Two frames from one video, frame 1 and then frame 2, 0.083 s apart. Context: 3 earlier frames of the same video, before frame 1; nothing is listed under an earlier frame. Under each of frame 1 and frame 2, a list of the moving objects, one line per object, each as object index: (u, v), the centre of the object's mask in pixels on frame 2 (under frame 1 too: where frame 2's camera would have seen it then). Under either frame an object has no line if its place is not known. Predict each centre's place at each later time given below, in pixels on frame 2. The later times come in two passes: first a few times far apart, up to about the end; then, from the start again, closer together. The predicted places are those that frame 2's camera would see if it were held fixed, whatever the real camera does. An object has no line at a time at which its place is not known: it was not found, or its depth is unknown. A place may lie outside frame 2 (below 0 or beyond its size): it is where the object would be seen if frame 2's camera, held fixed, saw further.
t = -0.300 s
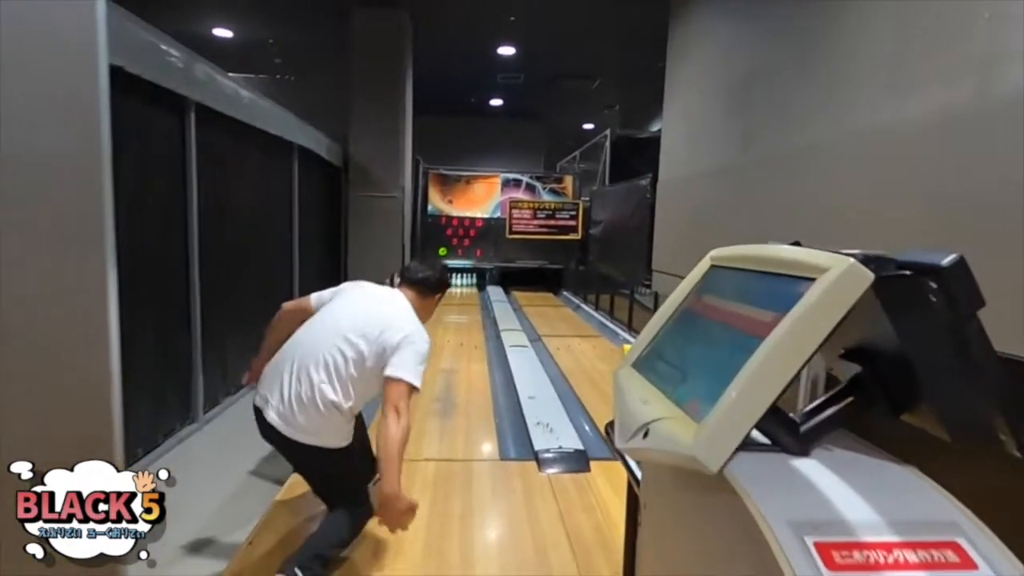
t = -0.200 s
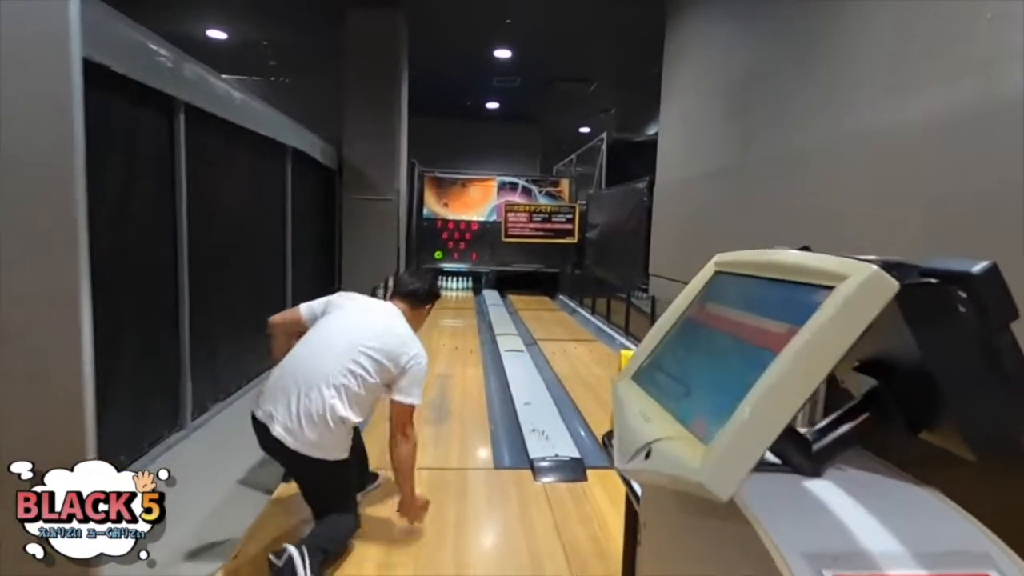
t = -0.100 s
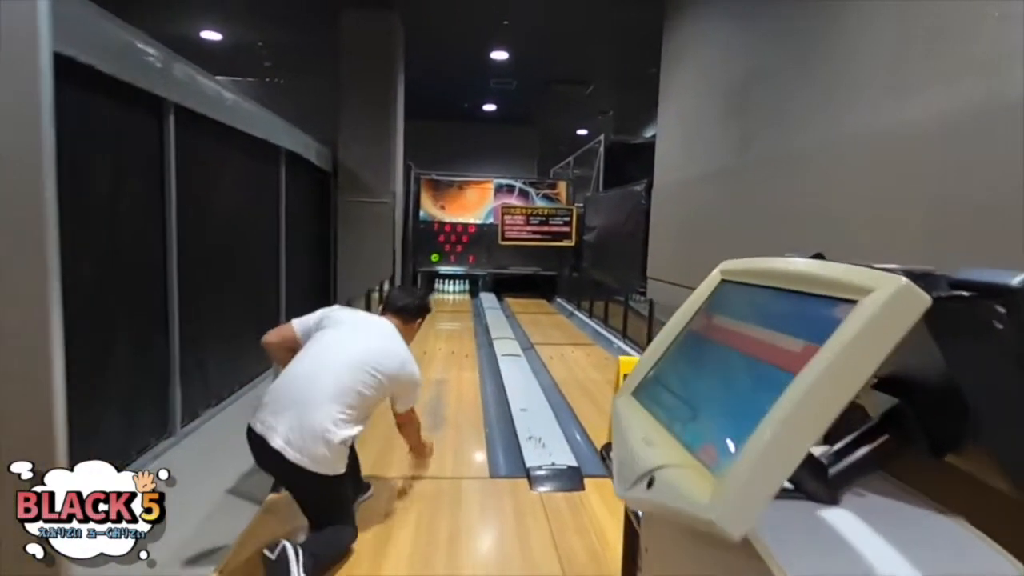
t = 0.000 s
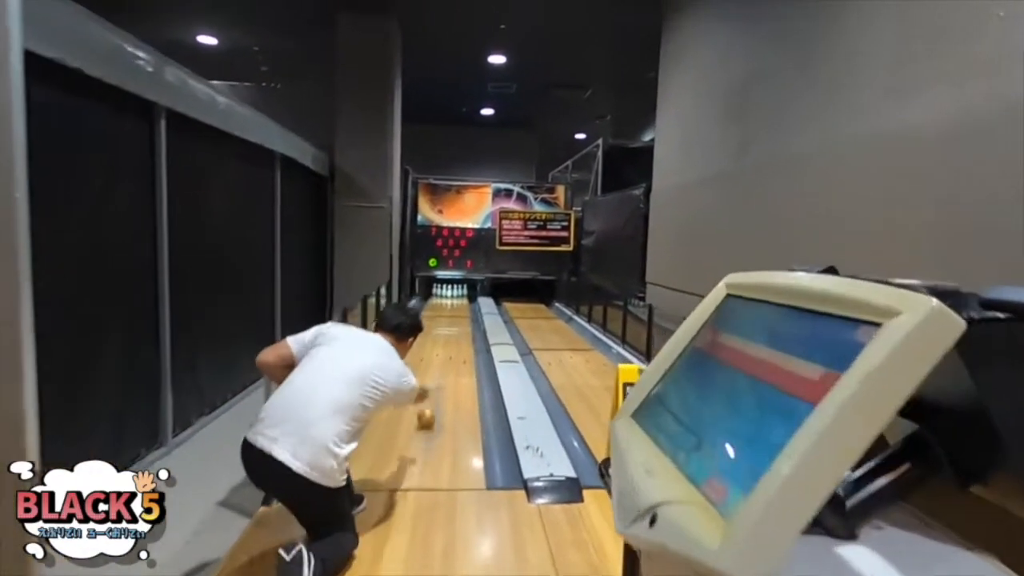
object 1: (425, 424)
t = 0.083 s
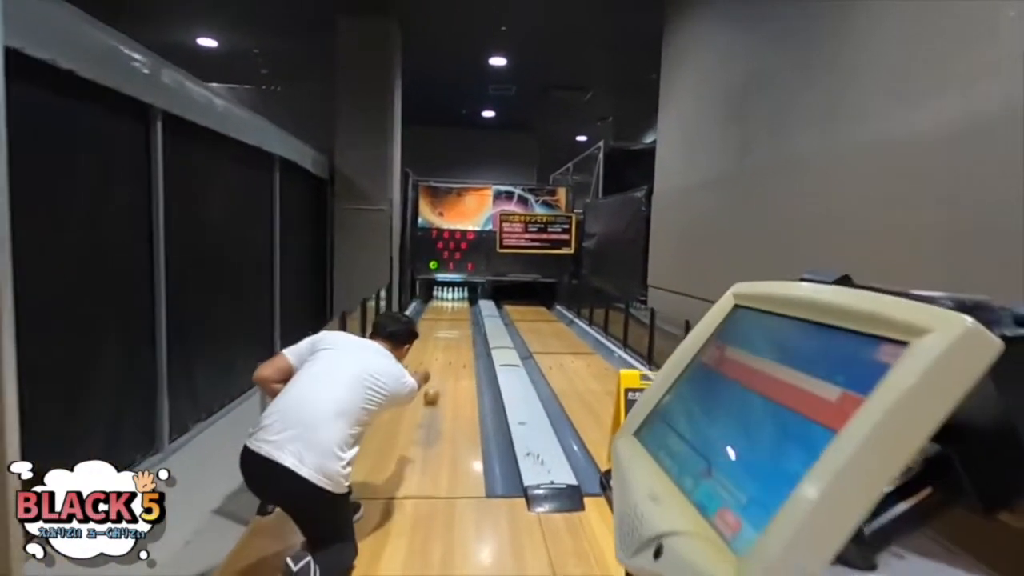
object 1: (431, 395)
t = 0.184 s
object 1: (435, 374)
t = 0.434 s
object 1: (442, 339)
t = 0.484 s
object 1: (444, 334)
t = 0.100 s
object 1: (431, 391)
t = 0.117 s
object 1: (432, 387)
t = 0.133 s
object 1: (433, 383)
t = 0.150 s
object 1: (434, 379)
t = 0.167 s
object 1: (435, 376)
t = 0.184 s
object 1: (435, 374)
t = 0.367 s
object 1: (441, 346)
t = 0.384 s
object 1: (441, 344)
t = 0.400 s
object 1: (442, 342)
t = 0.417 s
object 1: (442, 341)
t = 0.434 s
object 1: (442, 339)
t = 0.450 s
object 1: (443, 338)
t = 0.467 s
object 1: (443, 336)
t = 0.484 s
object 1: (444, 334)
